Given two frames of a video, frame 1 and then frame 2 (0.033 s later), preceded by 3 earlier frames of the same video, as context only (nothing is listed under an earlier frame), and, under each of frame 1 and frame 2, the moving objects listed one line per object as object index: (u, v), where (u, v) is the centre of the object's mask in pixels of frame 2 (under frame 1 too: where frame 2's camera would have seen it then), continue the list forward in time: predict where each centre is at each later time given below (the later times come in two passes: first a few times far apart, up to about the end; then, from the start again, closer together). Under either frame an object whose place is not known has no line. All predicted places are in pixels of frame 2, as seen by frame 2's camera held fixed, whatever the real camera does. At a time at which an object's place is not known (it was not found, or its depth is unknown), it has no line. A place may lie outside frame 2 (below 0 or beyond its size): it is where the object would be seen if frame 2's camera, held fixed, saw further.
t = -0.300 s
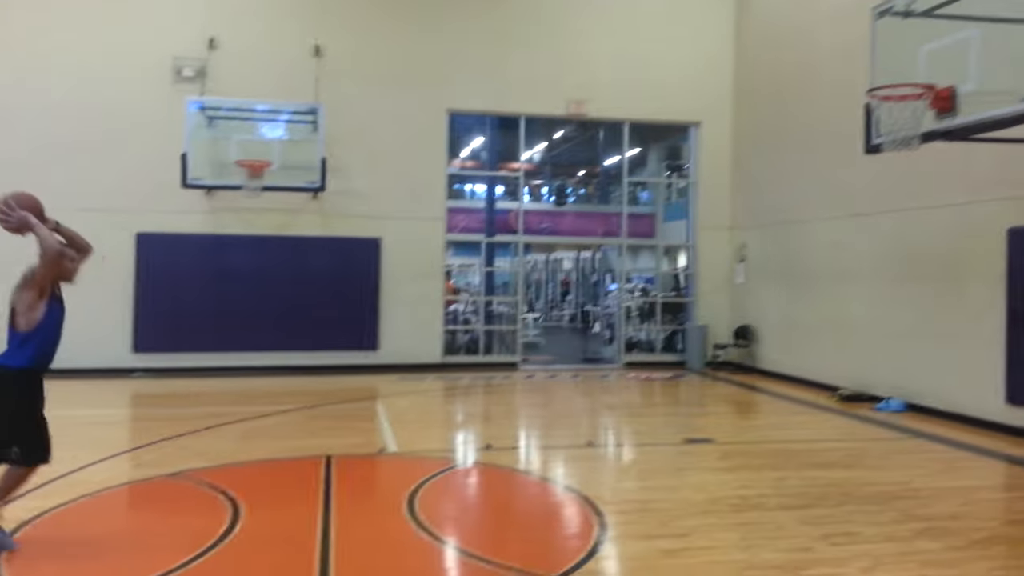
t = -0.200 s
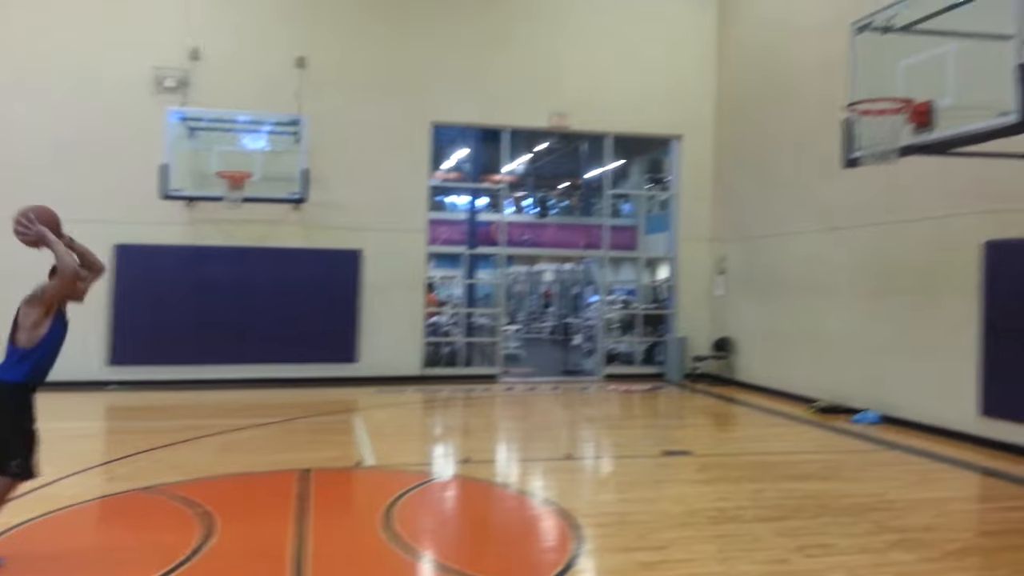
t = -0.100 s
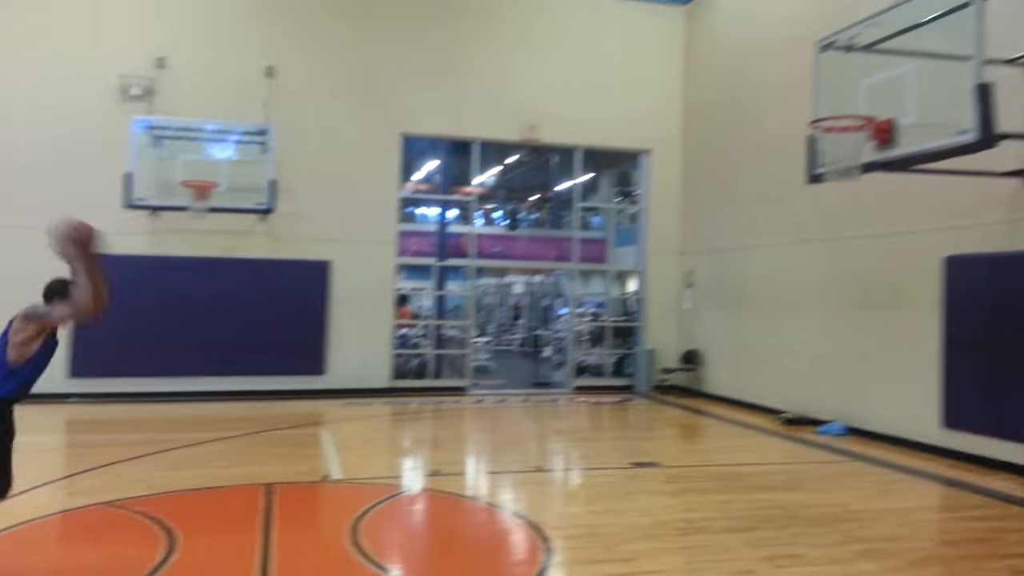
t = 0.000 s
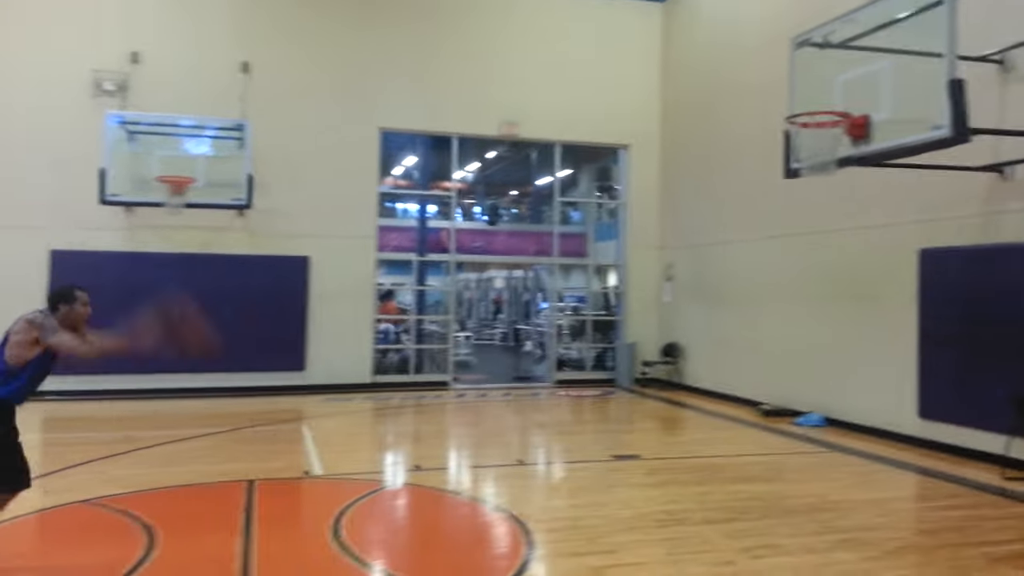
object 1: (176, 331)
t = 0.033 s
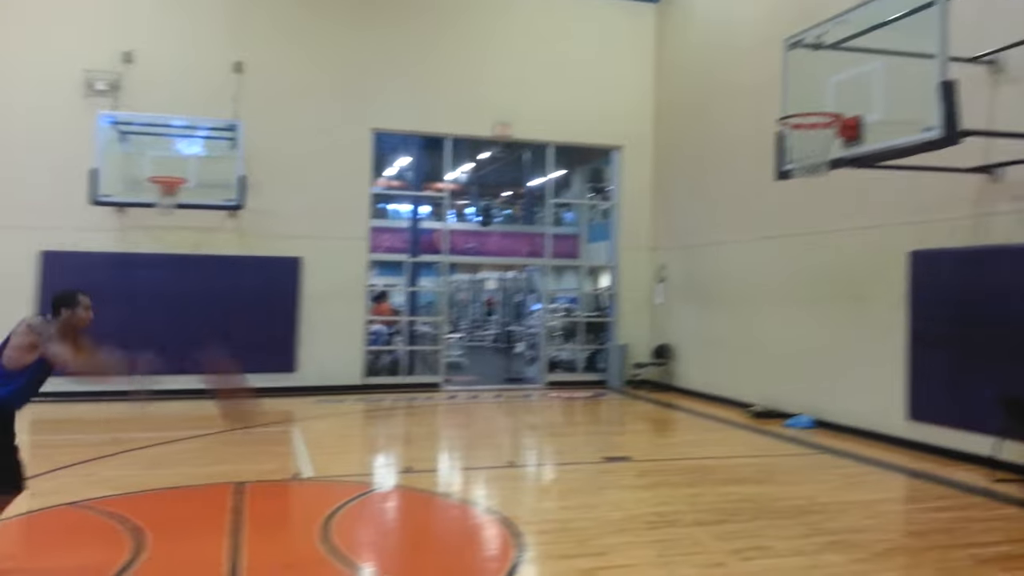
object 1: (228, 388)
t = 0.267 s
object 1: (451, 374)
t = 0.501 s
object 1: (591, 192)
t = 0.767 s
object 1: (739, 93)
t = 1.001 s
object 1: (855, 90)
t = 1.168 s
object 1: (835, 87)
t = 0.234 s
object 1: (426, 408)
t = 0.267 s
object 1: (451, 374)
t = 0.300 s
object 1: (470, 342)
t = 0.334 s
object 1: (487, 314)
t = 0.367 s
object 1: (509, 288)
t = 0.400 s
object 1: (531, 260)
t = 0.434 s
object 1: (551, 234)
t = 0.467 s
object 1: (570, 213)
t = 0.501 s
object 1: (591, 192)
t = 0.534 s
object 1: (610, 172)
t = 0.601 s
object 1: (649, 141)
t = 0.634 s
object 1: (667, 128)
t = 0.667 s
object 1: (684, 117)
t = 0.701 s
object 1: (704, 106)
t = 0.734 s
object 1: (721, 99)
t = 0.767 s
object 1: (739, 93)
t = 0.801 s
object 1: (756, 87)
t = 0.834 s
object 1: (773, 84)
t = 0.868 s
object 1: (791, 82)
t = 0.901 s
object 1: (807, 82)
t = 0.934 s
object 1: (824, 83)
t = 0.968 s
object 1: (840, 86)
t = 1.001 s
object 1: (855, 90)
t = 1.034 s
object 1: (870, 94)
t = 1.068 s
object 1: (874, 95)
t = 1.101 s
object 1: (862, 91)
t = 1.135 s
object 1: (848, 88)
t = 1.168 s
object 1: (835, 87)
